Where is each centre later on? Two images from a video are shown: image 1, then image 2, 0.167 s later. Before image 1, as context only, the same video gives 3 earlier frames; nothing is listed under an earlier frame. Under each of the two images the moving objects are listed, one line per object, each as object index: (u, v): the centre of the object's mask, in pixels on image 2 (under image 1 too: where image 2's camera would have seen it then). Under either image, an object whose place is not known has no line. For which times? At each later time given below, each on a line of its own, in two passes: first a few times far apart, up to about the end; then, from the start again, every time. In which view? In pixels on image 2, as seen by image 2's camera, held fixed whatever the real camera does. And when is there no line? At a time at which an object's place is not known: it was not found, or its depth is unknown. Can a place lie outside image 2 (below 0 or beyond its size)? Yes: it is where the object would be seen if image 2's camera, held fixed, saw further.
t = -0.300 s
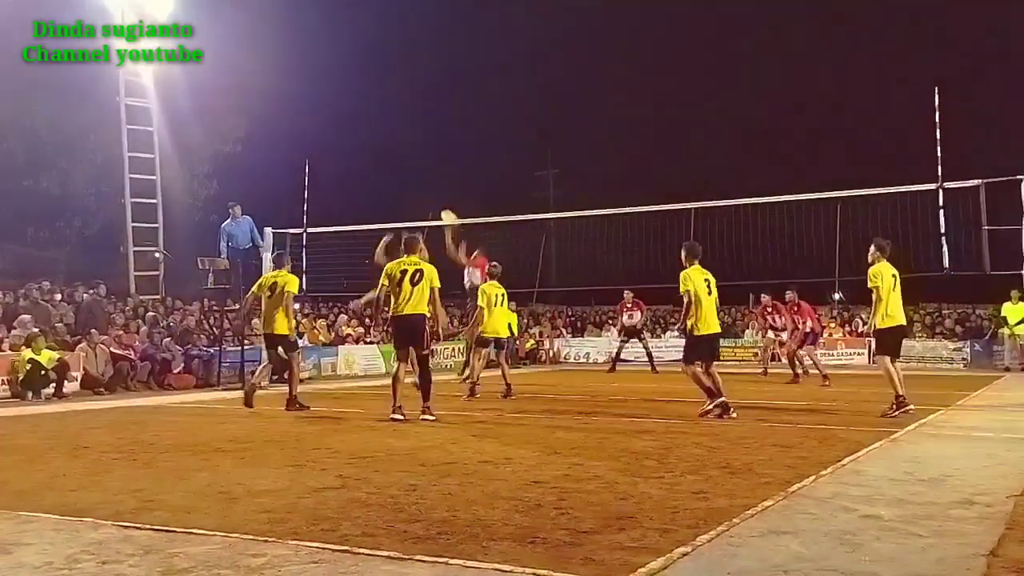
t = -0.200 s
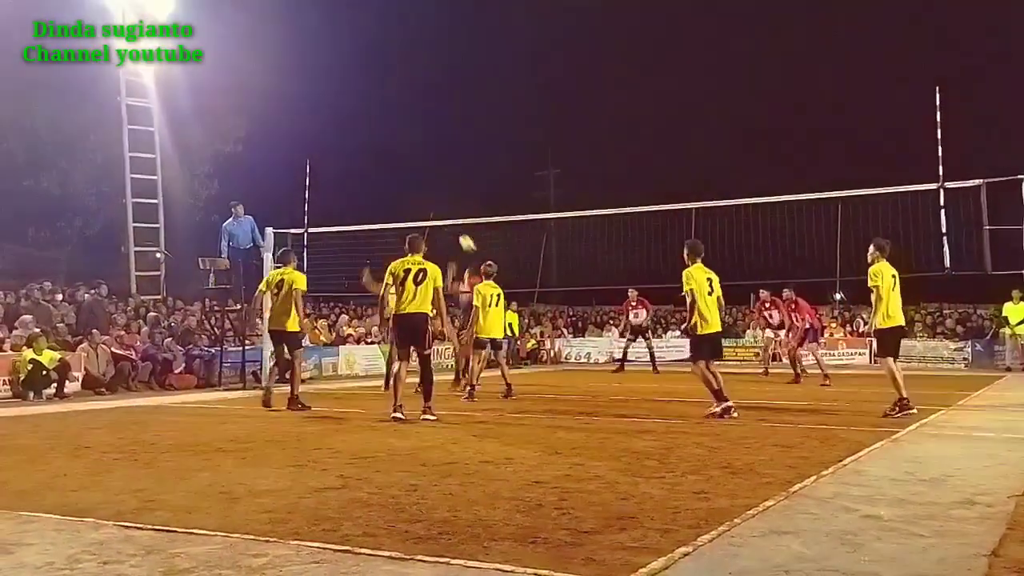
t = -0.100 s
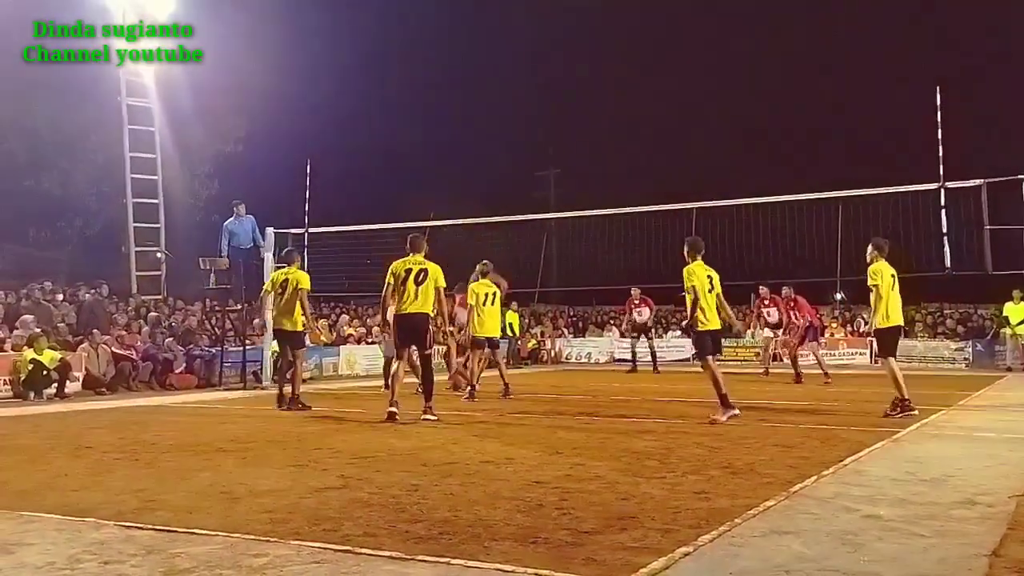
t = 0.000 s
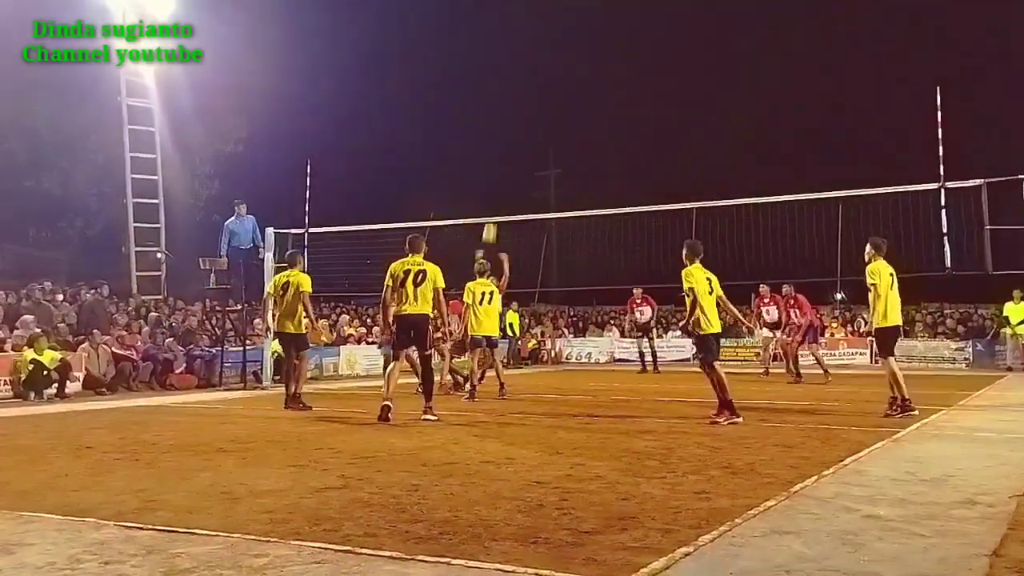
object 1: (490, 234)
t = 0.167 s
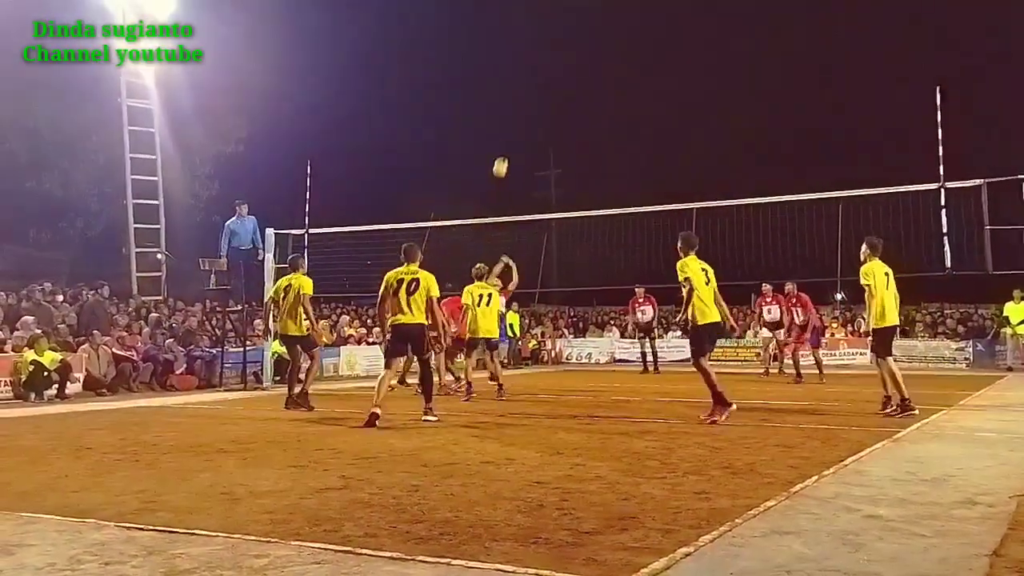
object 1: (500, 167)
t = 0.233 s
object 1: (505, 146)
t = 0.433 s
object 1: (520, 98)
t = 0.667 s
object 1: (538, 73)
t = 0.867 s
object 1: (554, 79)
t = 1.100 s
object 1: (573, 117)
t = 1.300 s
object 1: (590, 177)
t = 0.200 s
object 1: (503, 156)
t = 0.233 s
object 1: (505, 146)
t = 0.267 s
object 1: (508, 136)
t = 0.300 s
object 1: (510, 127)
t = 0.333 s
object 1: (512, 119)
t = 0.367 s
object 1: (515, 111)
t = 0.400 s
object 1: (517, 104)
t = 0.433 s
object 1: (520, 98)
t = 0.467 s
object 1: (522, 93)
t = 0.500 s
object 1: (525, 87)
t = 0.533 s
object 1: (528, 83)
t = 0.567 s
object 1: (530, 80)
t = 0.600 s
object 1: (533, 76)
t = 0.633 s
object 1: (535, 74)
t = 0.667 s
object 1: (538, 73)
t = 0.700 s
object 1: (540, 72)
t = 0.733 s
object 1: (543, 72)
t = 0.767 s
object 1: (546, 73)
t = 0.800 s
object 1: (548, 74)
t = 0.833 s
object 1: (551, 76)
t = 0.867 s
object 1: (554, 79)
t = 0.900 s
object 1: (556, 82)
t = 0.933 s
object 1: (559, 86)
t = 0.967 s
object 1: (562, 91)
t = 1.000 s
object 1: (565, 96)
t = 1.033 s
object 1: (567, 102)
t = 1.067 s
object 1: (570, 109)
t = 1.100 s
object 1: (573, 117)
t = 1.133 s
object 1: (575, 125)
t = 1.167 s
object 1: (578, 134)
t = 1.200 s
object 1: (581, 143)
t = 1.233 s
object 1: (584, 154)
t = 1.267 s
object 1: (587, 165)
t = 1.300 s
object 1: (590, 177)
